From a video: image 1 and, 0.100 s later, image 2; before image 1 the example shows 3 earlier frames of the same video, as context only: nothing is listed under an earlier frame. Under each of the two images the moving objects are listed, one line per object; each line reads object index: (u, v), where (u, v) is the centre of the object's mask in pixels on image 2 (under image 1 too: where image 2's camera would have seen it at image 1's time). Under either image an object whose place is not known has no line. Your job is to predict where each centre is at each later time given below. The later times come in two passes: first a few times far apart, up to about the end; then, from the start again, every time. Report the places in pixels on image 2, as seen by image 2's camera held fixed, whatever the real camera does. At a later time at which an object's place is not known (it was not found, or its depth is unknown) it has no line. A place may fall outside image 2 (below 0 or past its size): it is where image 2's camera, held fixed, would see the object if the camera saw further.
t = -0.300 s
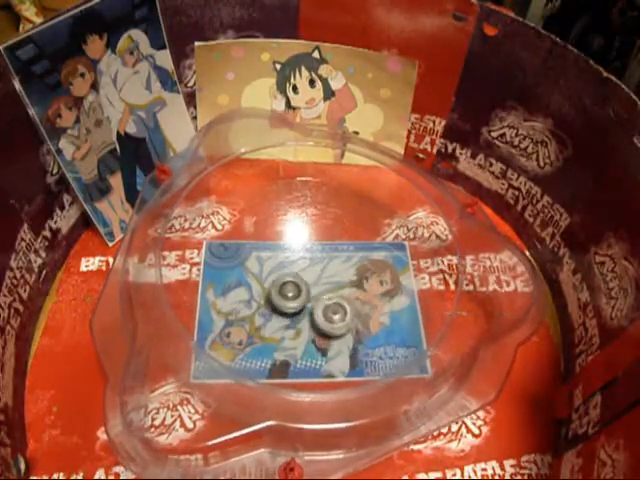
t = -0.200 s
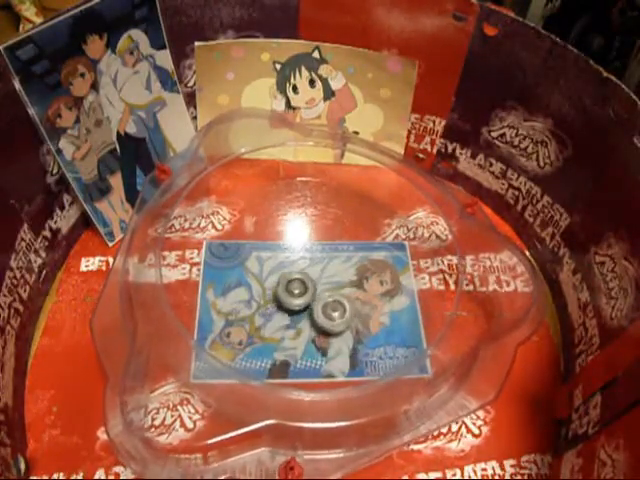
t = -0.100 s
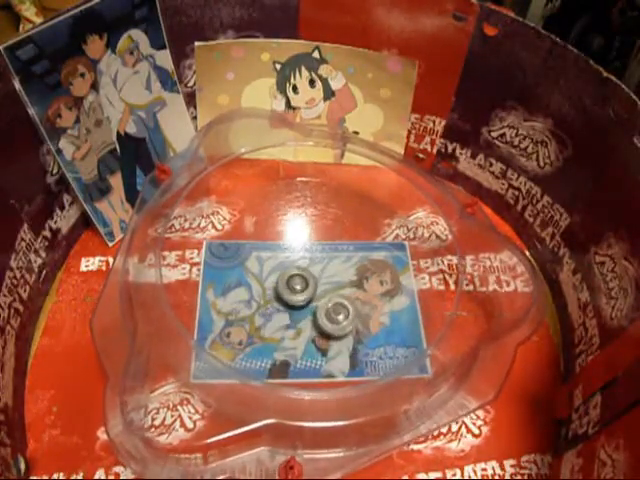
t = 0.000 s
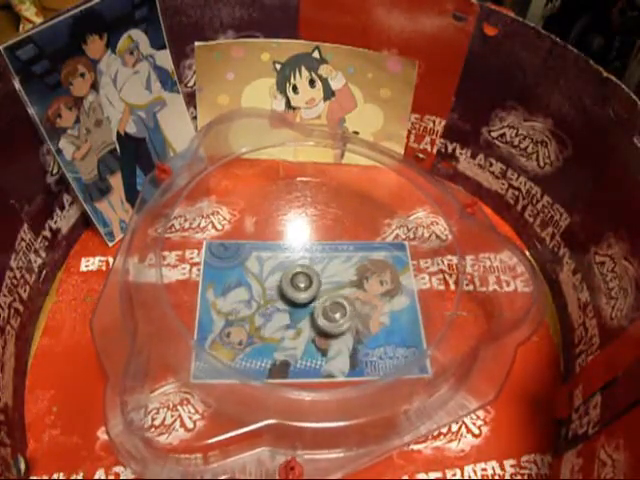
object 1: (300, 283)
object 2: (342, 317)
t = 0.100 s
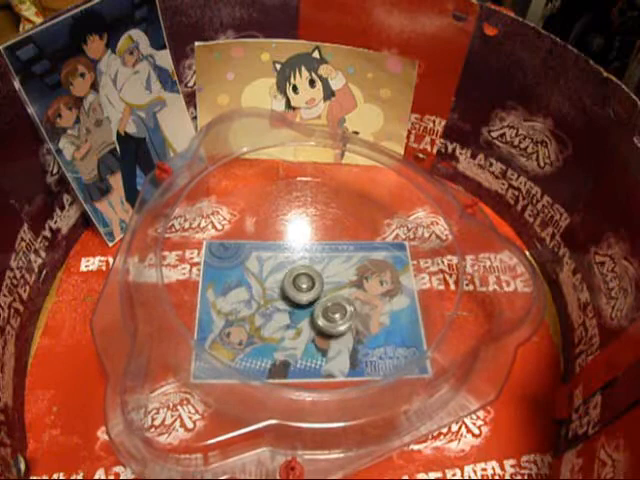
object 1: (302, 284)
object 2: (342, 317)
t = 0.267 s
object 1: (301, 284)
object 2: (341, 318)
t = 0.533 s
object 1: (297, 288)
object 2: (341, 318)
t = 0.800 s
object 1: (283, 298)
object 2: (340, 315)
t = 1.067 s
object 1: (288, 315)
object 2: (341, 312)
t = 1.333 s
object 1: (296, 326)
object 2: (342, 310)
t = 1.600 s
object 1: (296, 325)
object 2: (343, 309)
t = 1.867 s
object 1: (283, 315)
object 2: (343, 305)
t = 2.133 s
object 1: (283, 296)
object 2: (346, 304)
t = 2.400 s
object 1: (290, 285)
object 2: (342, 307)
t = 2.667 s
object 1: (289, 295)
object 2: (341, 307)
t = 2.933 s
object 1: (283, 316)
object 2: (340, 307)
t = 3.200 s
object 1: (288, 328)
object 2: (344, 302)
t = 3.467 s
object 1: (290, 317)
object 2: (338, 301)
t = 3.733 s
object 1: (301, 316)
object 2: (339, 298)
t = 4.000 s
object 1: (308, 322)
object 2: (337, 297)
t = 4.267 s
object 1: (306, 324)
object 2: (333, 297)
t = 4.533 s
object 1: (302, 322)
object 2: (317, 281)
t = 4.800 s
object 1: (300, 317)
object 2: (315, 279)
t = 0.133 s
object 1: (302, 284)
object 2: (341, 317)
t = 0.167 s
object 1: (302, 283)
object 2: (341, 317)
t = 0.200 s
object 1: (302, 284)
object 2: (341, 317)
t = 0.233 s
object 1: (302, 284)
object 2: (340, 317)
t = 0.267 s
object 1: (301, 284)
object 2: (341, 318)
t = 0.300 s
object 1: (300, 282)
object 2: (341, 319)
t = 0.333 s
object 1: (300, 280)
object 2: (341, 319)
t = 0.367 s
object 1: (300, 280)
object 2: (341, 319)
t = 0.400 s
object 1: (301, 280)
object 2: (341, 318)
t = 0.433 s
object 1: (302, 281)
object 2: (341, 318)
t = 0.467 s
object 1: (302, 284)
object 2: (341, 317)
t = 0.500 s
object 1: (300, 287)
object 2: (341, 317)
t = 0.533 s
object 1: (297, 288)
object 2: (341, 318)
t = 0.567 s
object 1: (293, 290)
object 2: (341, 318)
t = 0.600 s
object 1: (292, 291)
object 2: (340, 318)
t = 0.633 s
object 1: (288, 291)
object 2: (341, 317)
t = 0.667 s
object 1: (286, 292)
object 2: (341, 317)
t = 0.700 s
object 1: (285, 293)
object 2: (340, 317)
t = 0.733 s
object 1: (284, 295)
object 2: (340, 316)
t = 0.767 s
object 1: (283, 297)
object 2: (340, 315)
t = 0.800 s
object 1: (283, 298)
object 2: (340, 315)
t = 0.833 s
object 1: (282, 300)
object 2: (340, 314)
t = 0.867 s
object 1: (282, 303)
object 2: (340, 313)
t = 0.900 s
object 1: (282, 304)
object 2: (341, 313)
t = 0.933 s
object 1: (283, 306)
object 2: (340, 313)
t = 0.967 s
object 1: (284, 308)
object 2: (341, 313)
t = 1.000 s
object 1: (284, 310)
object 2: (341, 312)
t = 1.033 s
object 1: (286, 313)
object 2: (341, 312)
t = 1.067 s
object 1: (288, 315)
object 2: (341, 312)
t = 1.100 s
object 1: (290, 317)
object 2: (342, 312)
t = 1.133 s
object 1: (290, 319)
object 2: (342, 312)
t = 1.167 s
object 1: (290, 321)
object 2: (342, 311)
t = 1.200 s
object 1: (291, 322)
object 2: (341, 311)
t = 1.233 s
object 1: (292, 323)
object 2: (341, 311)
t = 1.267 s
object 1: (293, 324)
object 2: (342, 311)
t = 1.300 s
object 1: (294, 326)
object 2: (342, 311)
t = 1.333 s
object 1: (296, 326)
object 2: (342, 310)
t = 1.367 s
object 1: (296, 326)
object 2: (343, 310)
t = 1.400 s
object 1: (296, 327)
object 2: (343, 310)
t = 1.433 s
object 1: (296, 327)
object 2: (343, 310)
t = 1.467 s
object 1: (296, 327)
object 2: (342, 310)
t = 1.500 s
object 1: (297, 326)
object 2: (342, 309)
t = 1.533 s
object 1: (297, 326)
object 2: (343, 309)
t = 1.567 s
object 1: (296, 325)
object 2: (343, 309)
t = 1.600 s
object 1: (296, 325)
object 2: (343, 309)
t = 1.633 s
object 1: (296, 324)
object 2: (343, 308)
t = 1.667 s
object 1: (297, 322)
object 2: (342, 308)
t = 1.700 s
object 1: (297, 322)
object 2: (343, 308)
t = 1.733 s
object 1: (293, 321)
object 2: (343, 306)
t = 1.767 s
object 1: (290, 320)
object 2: (344, 306)
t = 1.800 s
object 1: (286, 318)
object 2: (344, 306)
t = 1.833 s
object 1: (284, 316)
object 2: (343, 305)
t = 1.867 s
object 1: (283, 315)
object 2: (343, 305)
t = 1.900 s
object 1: (284, 311)
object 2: (342, 304)
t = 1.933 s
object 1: (284, 308)
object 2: (342, 304)
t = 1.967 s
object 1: (285, 306)
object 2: (342, 304)
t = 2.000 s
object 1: (287, 304)
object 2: (342, 304)
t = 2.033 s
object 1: (288, 303)
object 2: (343, 304)
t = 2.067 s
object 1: (285, 300)
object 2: (345, 303)
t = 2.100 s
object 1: (284, 298)
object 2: (346, 304)
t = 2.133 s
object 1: (283, 296)
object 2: (346, 304)
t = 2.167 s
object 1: (284, 293)
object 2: (345, 304)
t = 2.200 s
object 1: (285, 292)
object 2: (343, 304)
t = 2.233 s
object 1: (287, 290)
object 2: (342, 305)
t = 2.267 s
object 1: (288, 289)
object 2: (341, 305)
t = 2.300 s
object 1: (288, 288)
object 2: (342, 307)
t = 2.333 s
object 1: (287, 286)
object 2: (343, 307)
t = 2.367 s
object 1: (288, 286)
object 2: (342, 307)
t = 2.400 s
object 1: (290, 285)
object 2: (342, 307)
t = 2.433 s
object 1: (292, 286)
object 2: (341, 306)
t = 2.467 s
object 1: (291, 286)
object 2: (342, 307)
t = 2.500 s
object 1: (290, 287)
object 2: (342, 308)
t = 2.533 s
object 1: (289, 287)
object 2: (341, 308)
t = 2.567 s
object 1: (289, 288)
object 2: (341, 308)
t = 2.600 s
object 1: (289, 290)
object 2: (341, 307)
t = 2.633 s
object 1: (288, 292)
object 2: (341, 307)
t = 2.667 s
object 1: (289, 295)
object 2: (341, 307)
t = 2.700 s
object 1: (289, 298)
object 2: (341, 307)
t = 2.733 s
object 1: (287, 302)
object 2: (341, 307)
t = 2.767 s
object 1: (286, 304)
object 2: (341, 307)
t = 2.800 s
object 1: (285, 308)
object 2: (341, 307)
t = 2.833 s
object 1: (284, 310)
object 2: (340, 307)
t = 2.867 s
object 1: (283, 314)
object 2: (340, 307)
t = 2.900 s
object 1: (282, 315)
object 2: (340, 307)
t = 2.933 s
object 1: (283, 316)
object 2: (340, 307)
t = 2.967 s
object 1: (283, 317)
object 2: (340, 307)
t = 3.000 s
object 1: (284, 318)
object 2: (339, 306)
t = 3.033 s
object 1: (285, 318)
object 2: (339, 306)
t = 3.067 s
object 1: (286, 319)
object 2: (339, 306)
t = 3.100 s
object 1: (289, 320)
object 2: (339, 306)
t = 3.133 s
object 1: (289, 319)
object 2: (339, 305)
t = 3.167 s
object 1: (289, 321)
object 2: (340, 304)
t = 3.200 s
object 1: (288, 328)
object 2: (344, 302)
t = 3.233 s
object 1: (284, 328)
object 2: (345, 298)
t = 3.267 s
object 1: (281, 329)
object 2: (346, 299)
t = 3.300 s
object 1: (280, 327)
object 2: (345, 298)
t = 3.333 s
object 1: (279, 326)
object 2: (344, 299)
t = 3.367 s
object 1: (279, 324)
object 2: (342, 299)
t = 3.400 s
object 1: (283, 319)
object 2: (341, 299)
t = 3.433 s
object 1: (285, 318)
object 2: (340, 300)
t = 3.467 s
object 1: (290, 317)
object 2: (338, 301)
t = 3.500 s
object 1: (291, 317)
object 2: (339, 299)
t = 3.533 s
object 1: (291, 317)
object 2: (340, 299)
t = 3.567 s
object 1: (292, 317)
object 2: (341, 298)
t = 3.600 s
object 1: (292, 318)
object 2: (340, 299)
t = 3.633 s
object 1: (294, 317)
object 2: (340, 299)
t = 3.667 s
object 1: (295, 316)
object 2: (339, 298)
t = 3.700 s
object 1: (299, 316)
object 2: (339, 298)
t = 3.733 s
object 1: (301, 316)
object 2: (339, 298)
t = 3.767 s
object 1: (302, 317)
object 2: (339, 297)
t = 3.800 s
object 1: (303, 318)
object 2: (339, 297)
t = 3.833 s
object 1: (305, 320)
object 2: (339, 297)
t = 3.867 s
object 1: (306, 321)
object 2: (338, 297)
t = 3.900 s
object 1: (306, 321)
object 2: (338, 297)
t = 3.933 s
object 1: (307, 322)
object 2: (337, 297)
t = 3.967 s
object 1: (307, 322)
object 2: (337, 297)
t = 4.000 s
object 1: (308, 322)
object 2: (337, 297)
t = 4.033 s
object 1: (308, 321)
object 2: (336, 297)
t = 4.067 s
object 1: (309, 322)
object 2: (336, 297)
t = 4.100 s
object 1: (309, 323)
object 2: (335, 296)
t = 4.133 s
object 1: (308, 324)
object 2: (336, 297)
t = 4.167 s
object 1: (307, 324)
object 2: (335, 297)
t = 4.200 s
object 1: (307, 325)
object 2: (334, 297)
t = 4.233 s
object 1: (307, 324)
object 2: (333, 297)
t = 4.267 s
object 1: (306, 324)
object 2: (333, 297)
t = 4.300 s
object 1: (306, 323)
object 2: (333, 297)
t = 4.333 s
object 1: (306, 322)
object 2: (332, 296)
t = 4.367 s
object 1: (306, 323)
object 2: (319, 281)
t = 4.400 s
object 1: (305, 323)
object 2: (320, 280)
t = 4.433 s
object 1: (304, 324)
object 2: (320, 281)
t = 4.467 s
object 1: (303, 324)
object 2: (319, 281)
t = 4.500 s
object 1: (302, 323)
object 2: (317, 281)
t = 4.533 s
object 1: (302, 322)
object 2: (317, 281)
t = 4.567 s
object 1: (301, 321)
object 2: (316, 280)
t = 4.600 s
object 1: (301, 319)
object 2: (316, 280)
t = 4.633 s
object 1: (301, 317)
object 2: (315, 280)
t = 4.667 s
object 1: (301, 315)
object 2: (315, 279)
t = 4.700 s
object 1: (301, 316)
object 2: (315, 277)
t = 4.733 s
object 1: (301, 317)
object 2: (316, 278)
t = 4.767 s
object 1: (301, 317)
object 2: (315, 278)
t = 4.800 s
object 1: (300, 317)
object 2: (315, 279)
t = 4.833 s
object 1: (299, 317)
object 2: (313, 280)
